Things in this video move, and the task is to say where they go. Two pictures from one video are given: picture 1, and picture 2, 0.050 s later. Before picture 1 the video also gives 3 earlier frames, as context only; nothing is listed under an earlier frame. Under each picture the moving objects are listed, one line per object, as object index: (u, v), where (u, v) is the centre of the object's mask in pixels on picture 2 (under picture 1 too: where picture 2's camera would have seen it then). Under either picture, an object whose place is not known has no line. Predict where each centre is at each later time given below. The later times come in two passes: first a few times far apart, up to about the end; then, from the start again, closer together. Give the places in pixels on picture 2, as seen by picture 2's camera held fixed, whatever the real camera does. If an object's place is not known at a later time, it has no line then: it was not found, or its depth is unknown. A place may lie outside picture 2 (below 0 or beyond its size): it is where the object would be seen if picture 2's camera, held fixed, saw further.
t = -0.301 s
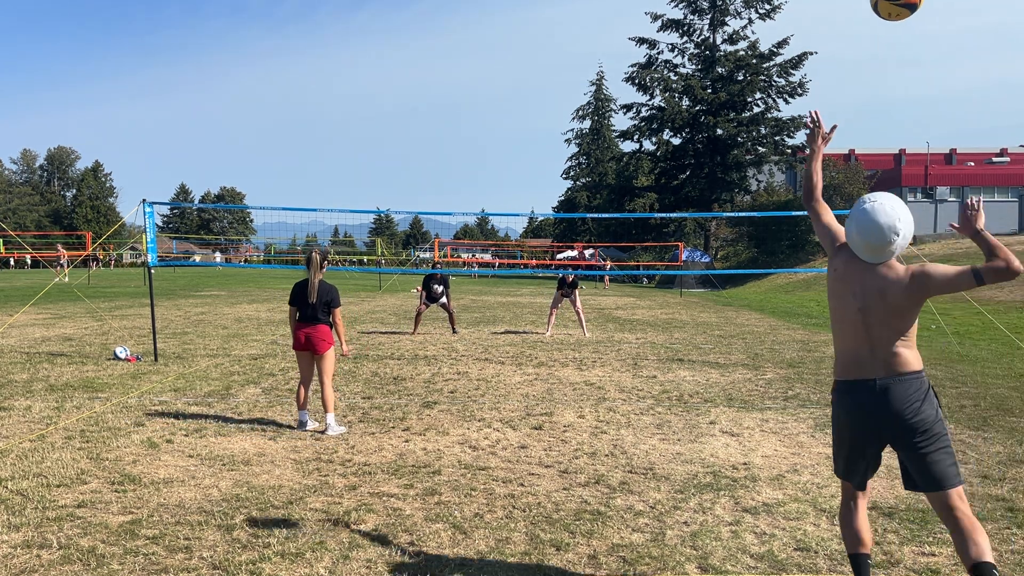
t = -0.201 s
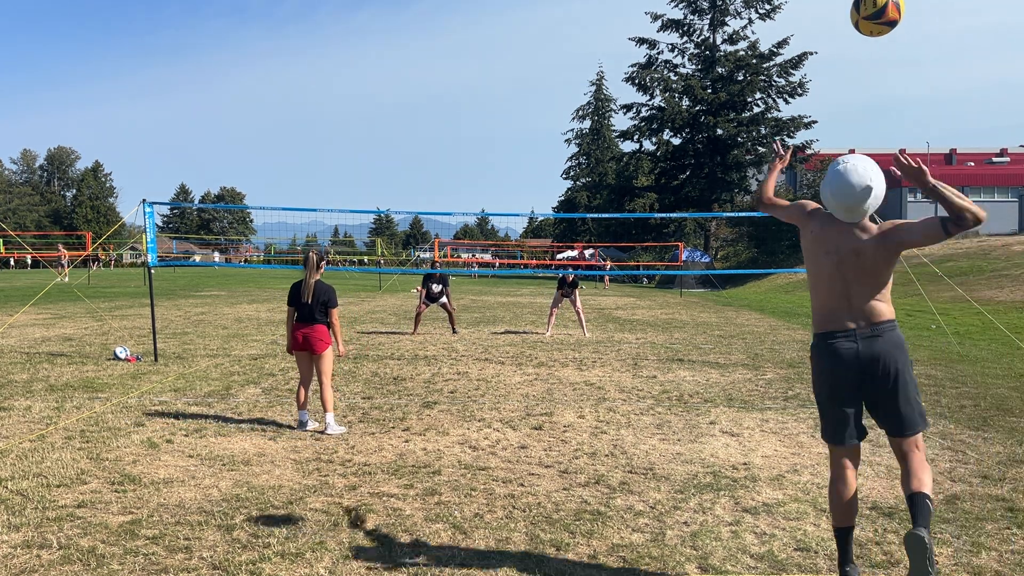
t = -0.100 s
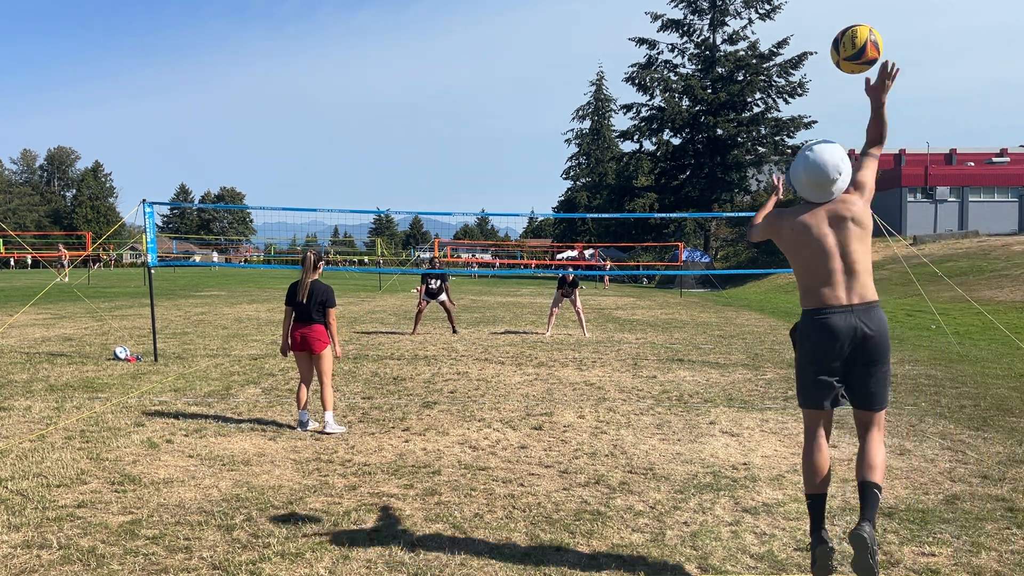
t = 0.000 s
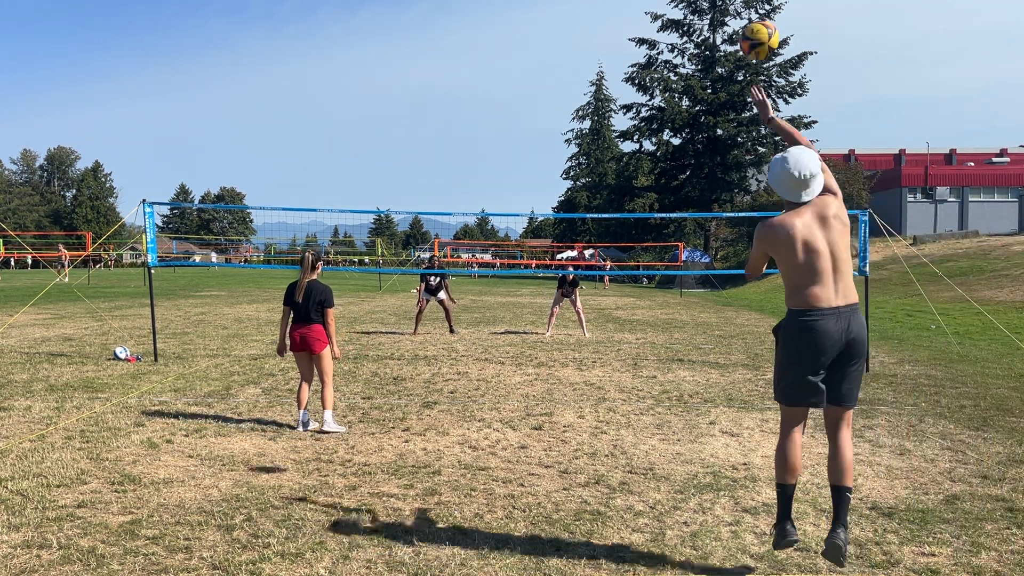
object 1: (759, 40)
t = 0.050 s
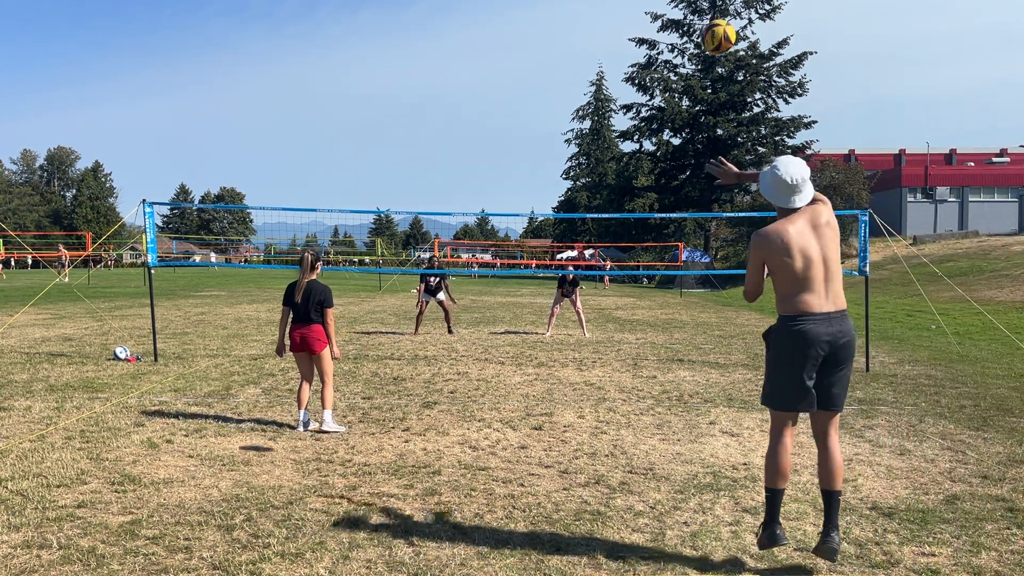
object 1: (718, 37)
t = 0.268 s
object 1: (613, 61)
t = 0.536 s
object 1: (551, 127)
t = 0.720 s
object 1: (526, 182)
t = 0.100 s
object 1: (686, 38)
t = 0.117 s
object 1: (676, 39)
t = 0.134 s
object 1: (667, 40)
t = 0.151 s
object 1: (660, 42)
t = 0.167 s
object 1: (651, 44)
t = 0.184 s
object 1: (644, 46)
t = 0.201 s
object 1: (637, 49)
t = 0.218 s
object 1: (631, 51)
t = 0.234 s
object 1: (625, 55)
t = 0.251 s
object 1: (619, 57)
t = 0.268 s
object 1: (613, 61)
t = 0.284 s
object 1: (608, 64)
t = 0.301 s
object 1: (603, 68)
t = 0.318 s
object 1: (598, 72)
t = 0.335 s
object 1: (594, 75)
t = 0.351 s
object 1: (590, 79)
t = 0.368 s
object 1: (585, 83)
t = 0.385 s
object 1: (581, 87)
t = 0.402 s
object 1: (577, 92)
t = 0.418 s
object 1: (574, 96)
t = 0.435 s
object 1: (570, 100)
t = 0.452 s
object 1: (566, 105)
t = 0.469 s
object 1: (563, 109)
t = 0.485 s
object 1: (560, 114)
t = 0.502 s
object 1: (557, 118)
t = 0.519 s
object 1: (554, 123)
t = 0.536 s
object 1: (551, 127)
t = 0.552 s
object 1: (549, 132)
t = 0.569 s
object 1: (546, 137)
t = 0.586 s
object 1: (544, 142)
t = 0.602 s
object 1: (541, 147)
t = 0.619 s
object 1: (539, 152)
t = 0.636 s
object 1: (536, 157)
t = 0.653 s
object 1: (534, 162)
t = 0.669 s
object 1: (532, 167)
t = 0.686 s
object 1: (530, 172)
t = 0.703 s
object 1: (528, 177)
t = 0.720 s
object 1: (526, 182)
